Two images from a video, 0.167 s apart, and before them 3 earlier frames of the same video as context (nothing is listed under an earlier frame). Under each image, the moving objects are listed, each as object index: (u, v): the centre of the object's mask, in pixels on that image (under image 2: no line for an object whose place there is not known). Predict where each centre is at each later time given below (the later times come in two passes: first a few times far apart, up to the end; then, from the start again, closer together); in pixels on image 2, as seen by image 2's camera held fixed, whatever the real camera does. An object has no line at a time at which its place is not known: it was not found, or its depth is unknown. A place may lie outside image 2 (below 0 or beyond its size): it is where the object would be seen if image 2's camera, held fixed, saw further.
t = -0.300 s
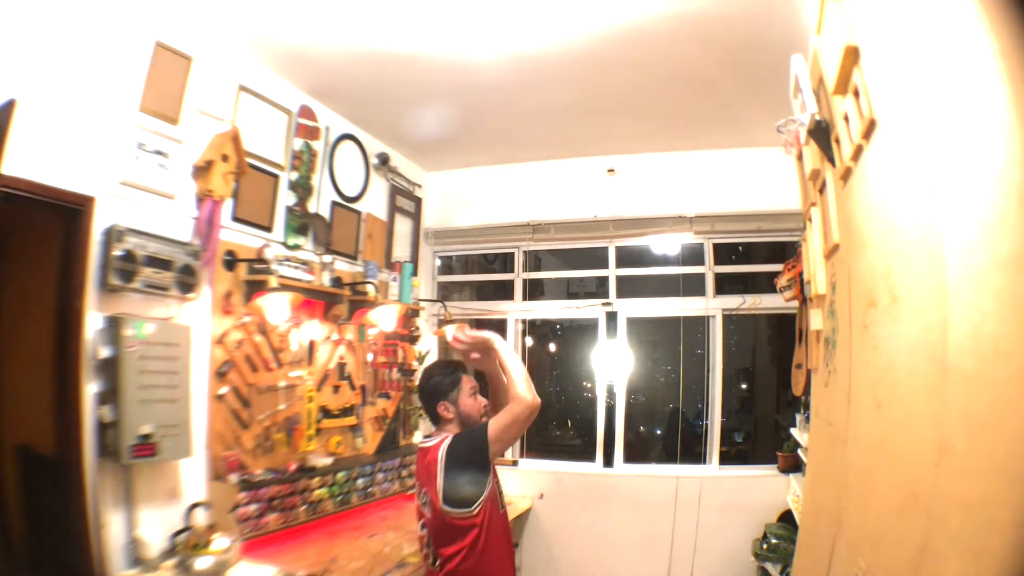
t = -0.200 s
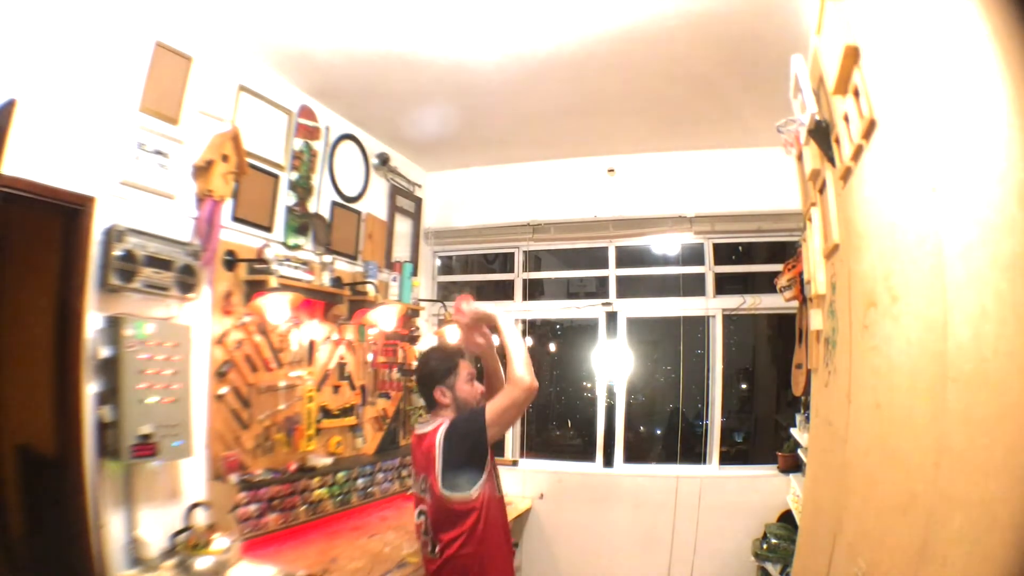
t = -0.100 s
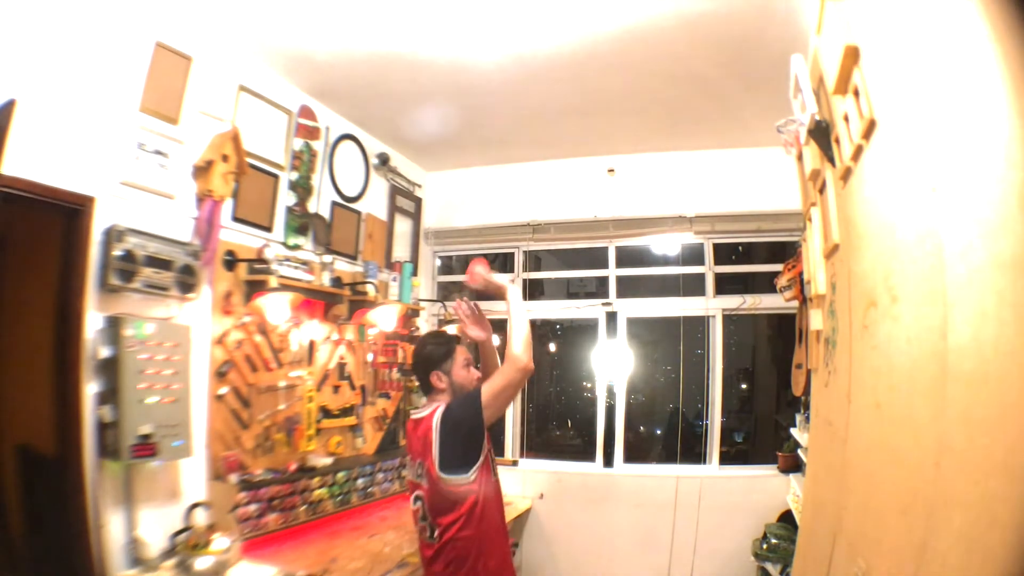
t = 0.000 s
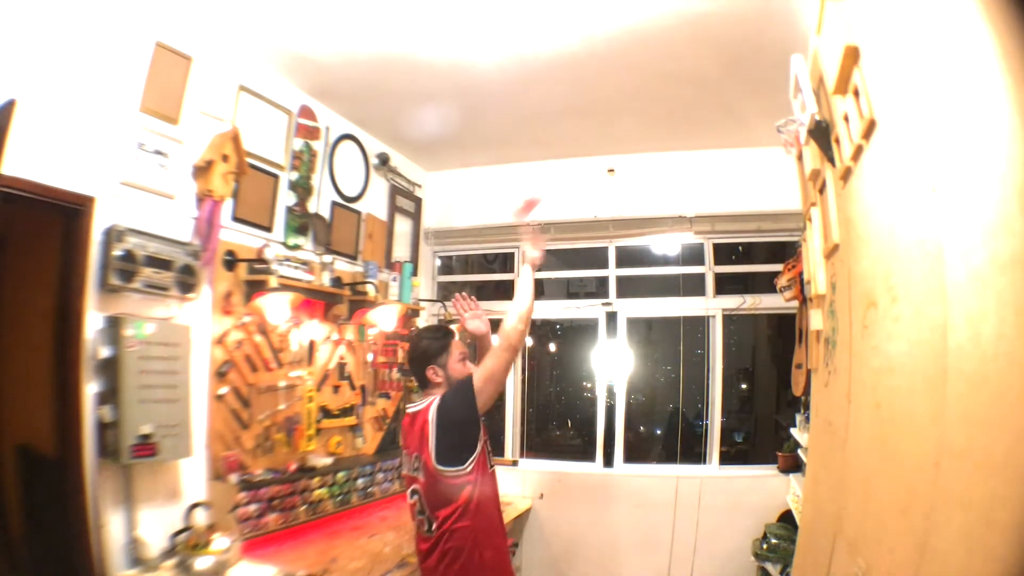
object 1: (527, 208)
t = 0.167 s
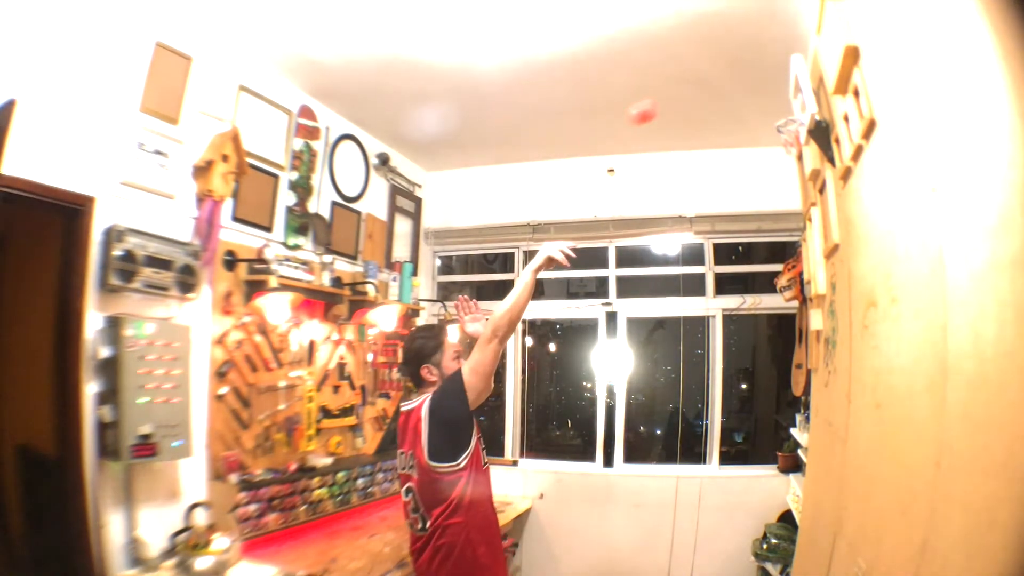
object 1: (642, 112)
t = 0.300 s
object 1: (728, 97)
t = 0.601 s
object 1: (719, 147)
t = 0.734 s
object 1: (674, 216)
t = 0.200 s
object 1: (664, 104)
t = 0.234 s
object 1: (685, 100)
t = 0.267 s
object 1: (707, 97)
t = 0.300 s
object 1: (728, 97)
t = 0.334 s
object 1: (750, 101)
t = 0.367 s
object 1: (770, 107)
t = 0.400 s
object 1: (789, 115)
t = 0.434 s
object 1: (783, 120)
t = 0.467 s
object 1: (769, 121)
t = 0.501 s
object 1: (757, 123)
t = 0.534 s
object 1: (744, 128)
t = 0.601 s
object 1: (719, 147)
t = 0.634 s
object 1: (708, 161)
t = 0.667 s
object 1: (697, 177)
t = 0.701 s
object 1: (685, 196)
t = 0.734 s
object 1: (674, 216)
